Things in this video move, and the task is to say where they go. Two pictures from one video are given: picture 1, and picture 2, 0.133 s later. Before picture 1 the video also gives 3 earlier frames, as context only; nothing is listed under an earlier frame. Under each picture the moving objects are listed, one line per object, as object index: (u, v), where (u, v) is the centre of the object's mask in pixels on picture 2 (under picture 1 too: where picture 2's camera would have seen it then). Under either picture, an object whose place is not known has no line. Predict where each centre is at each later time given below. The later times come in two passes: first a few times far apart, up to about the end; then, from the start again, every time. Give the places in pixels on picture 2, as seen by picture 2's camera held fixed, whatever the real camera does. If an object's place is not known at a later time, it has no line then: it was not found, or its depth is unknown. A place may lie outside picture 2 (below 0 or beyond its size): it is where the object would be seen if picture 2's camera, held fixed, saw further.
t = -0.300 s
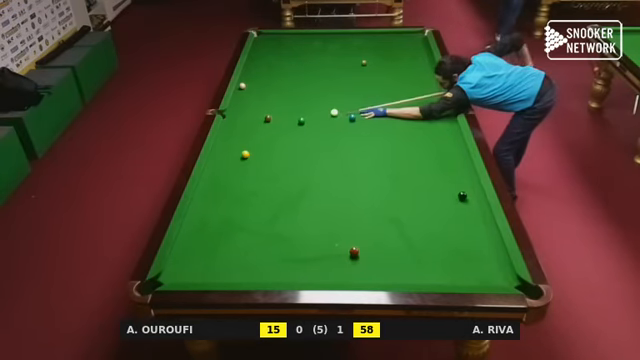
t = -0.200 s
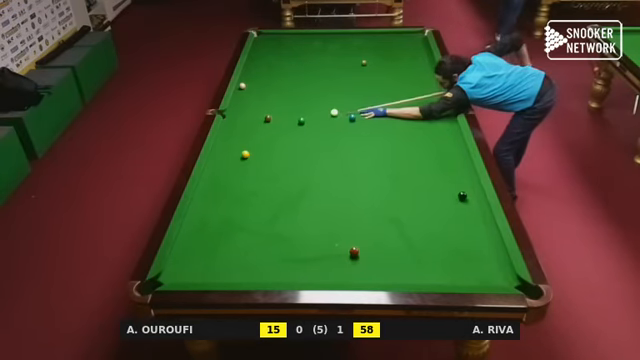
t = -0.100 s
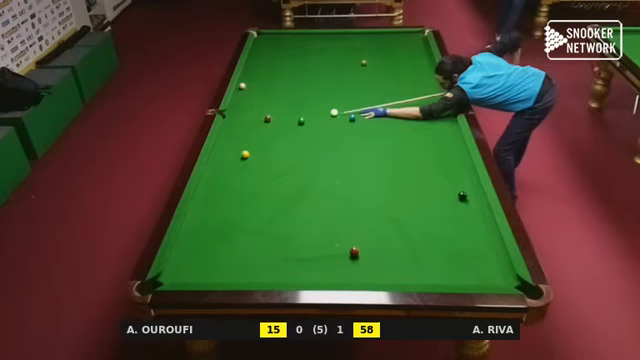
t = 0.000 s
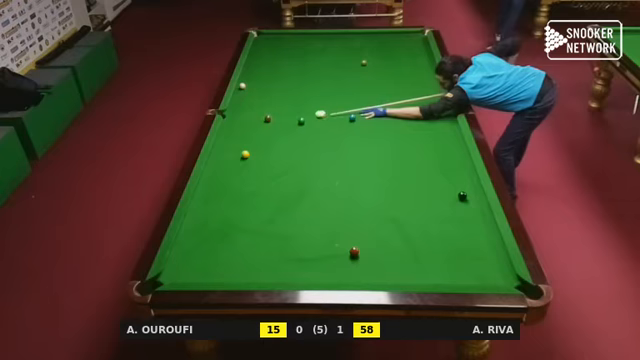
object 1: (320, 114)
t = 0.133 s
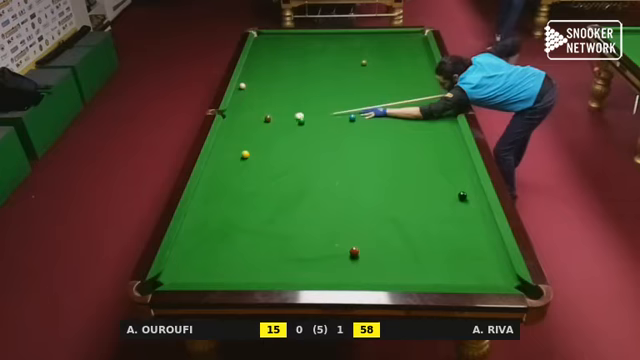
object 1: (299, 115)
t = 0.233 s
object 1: (288, 117)
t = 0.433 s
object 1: (273, 120)
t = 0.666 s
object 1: (266, 124)
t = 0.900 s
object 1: (260, 127)
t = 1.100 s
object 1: (255, 131)
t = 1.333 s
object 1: (249, 134)
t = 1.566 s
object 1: (244, 137)
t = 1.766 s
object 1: (240, 140)
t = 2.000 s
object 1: (236, 142)
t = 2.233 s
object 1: (232, 145)
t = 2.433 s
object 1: (229, 146)
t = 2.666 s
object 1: (226, 148)
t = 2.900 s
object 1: (224, 149)
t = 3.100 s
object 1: (222, 151)
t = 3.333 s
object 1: (221, 151)
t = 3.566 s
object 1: (220, 152)
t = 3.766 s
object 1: (220, 152)
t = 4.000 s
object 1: (220, 152)
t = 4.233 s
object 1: (220, 152)
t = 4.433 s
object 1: (220, 152)
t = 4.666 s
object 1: (220, 152)
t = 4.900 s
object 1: (220, 152)
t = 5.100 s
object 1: (220, 152)
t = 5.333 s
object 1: (220, 152)
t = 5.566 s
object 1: (220, 152)
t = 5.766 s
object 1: (220, 152)
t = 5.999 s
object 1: (220, 152)
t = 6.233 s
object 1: (220, 152)
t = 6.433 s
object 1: (220, 152)
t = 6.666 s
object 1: (220, 152)
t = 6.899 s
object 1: (220, 152)
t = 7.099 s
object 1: (220, 152)
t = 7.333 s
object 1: (220, 152)
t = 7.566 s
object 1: (220, 152)
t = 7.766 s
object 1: (220, 152)
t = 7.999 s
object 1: (220, 152)
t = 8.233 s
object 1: (220, 152)
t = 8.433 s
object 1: (220, 152)
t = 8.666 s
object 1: (220, 152)
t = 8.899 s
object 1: (220, 152)
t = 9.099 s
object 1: (220, 152)
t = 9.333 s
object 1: (220, 152)
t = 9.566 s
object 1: (220, 152)
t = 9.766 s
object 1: (220, 152)
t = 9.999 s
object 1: (220, 152)
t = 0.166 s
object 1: (295, 116)
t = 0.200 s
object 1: (291, 117)
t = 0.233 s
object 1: (288, 117)
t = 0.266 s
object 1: (285, 117)
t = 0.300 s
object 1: (282, 118)
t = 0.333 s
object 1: (279, 118)
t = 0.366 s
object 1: (276, 118)
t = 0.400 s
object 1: (273, 119)
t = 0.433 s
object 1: (273, 120)
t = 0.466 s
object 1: (272, 120)
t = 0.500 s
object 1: (271, 121)
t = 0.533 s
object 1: (270, 121)
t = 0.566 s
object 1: (269, 122)
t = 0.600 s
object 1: (268, 122)
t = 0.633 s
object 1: (267, 123)
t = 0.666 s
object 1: (266, 124)
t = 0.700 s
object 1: (265, 124)
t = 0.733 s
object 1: (264, 125)
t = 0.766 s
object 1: (264, 125)
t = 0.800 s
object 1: (263, 126)
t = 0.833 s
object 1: (262, 126)
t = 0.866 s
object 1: (261, 127)
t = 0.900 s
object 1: (260, 127)
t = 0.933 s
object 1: (259, 128)
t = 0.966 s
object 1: (258, 129)
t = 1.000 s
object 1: (257, 129)
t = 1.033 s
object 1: (257, 129)
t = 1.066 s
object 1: (256, 130)
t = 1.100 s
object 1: (255, 131)
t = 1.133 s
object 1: (254, 131)
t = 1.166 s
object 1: (253, 132)
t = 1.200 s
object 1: (252, 132)
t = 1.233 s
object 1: (252, 132)
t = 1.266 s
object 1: (251, 133)
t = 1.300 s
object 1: (250, 133)
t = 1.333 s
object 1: (249, 134)
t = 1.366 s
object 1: (248, 134)
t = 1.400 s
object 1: (248, 135)
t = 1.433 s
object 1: (247, 136)
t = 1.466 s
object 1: (246, 136)
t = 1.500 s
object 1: (245, 136)
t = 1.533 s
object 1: (245, 137)
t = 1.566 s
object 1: (244, 137)
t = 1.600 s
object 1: (243, 138)
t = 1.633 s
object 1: (243, 138)
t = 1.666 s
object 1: (242, 138)
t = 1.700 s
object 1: (241, 139)
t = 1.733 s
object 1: (241, 139)
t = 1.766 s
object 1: (240, 140)
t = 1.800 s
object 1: (239, 140)
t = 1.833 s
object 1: (239, 140)
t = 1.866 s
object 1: (238, 141)
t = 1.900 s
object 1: (237, 141)
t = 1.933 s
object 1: (237, 141)
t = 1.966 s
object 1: (236, 142)
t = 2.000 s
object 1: (236, 142)
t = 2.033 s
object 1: (235, 143)
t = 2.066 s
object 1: (235, 143)
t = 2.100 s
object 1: (234, 143)
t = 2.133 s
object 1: (234, 144)
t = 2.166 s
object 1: (233, 144)
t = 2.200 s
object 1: (232, 144)
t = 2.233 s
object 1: (232, 145)
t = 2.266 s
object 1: (232, 145)
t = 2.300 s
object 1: (231, 145)
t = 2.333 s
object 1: (230, 146)
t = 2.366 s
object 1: (230, 146)
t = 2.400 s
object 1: (230, 146)
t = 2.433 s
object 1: (229, 146)
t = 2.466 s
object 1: (229, 147)
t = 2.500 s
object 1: (228, 147)
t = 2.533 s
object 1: (228, 147)
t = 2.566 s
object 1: (227, 148)
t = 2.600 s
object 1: (227, 148)
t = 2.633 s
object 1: (227, 148)
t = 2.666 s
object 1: (226, 148)
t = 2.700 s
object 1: (226, 148)
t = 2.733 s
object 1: (225, 149)
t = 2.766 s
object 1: (225, 149)
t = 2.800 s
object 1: (225, 149)
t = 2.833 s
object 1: (225, 149)
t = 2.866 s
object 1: (224, 149)
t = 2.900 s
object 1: (224, 149)
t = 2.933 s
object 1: (224, 150)
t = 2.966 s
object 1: (224, 150)
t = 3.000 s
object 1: (223, 150)
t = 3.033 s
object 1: (223, 150)
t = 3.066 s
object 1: (223, 150)
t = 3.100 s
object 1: (222, 151)
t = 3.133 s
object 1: (222, 151)
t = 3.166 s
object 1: (222, 151)
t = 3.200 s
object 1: (222, 151)
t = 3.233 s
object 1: (222, 151)
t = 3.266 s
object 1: (221, 151)
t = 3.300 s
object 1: (221, 151)
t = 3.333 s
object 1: (221, 151)
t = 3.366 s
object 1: (221, 151)
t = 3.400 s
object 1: (221, 152)
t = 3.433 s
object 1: (221, 152)
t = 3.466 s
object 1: (220, 152)
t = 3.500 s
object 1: (220, 152)
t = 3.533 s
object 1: (220, 152)
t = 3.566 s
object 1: (220, 152)
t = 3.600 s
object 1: (220, 152)
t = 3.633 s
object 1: (220, 152)
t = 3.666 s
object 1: (220, 152)
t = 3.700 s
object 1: (220, 152)
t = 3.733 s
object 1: (220, 152)
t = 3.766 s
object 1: (220, 152)
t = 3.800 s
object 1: (220, 152)
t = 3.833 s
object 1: (220, 152)
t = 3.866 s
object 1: (220, 152)
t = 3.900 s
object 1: (220, 152)
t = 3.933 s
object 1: (220, 152)
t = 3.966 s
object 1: (220, 152)
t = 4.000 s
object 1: (220, 152)
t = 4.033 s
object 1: (220, 152)
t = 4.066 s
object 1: (220, 152)
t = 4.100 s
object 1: (220, 152)
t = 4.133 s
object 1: (220, 152)
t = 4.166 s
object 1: (220, 152)
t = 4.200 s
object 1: (220, 152)
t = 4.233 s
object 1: (220, 152)
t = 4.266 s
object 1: (220, 152)
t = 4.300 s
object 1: (220, 152)
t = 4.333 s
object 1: (220, 152)
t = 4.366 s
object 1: (220, 152)
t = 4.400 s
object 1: (220, 152)
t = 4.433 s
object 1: (220, 152)
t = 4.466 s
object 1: (220, 152)
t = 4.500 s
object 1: (220, 152)
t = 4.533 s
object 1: (220, 152)
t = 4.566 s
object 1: (220, 152)
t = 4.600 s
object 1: (220, 152)
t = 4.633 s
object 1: (220, 152)
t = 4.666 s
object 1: (220, 152)
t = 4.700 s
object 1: (220, 152)
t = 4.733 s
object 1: (220, 152)
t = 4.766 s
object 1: (220, 152)
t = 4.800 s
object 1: (220, 152)
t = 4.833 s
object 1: (220, 152)
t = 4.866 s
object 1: (220, 152)
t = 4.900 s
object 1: (220, 152)
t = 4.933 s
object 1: (220, 152)
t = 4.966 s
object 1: (220, 152)
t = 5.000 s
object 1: (220, 152)
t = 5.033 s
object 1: (220, 152)
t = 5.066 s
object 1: (220, 152)
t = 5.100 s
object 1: (220, 152)
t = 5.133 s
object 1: (220, 152)
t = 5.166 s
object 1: (220, 152)
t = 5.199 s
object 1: (220, 152)
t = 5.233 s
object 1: (220, 152)
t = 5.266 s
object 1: (220, 152)
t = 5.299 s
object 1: (220, 152)
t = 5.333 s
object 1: (220, 152)
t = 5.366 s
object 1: (220, 152)
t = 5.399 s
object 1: (220, 152)
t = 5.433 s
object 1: (220, 152)
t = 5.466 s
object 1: (220, 152)
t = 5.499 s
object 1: (220, 152)
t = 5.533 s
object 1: (220, 152)
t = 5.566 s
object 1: (220, 152)
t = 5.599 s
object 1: (220, 152)
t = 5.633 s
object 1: (220, 152)
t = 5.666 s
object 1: (220, 152)
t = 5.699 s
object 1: (220, 152)
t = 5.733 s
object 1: (220, 152)
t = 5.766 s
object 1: (220, 152)
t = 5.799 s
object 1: (220, 152)
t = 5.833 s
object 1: (220, 152)
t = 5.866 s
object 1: (220, 152)
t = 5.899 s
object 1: (220, 152)
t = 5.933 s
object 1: (220, 152)
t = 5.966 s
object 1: (220, 152)
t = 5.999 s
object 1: (220, 152)
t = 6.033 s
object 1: (220, 152)
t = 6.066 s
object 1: (220, 152)
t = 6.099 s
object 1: (220, 152)
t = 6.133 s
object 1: (220, 152)
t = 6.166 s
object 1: (220, 152)
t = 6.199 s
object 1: (220, 152)
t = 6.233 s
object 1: (220, 152)
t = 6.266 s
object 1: (220, 152)
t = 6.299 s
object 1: (220, 152)
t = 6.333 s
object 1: (220, 152)
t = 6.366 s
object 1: (220, 152)
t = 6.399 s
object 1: (220, 152)
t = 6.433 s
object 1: (220, 152)
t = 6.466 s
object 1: (220, 152)
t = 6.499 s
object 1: (220, 152)
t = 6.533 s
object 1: (220, 152)
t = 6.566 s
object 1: (220, 152)
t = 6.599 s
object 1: (220, 152)
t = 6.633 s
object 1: (220, 152)
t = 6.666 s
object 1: (220, 152)
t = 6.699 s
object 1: (220, 152)
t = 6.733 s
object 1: (220, 152)
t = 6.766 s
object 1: (220, 152)
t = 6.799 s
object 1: (220, 152)
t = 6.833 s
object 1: (220, 152)
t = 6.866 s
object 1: (220, 152)
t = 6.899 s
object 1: (220, 152)
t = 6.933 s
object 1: (220, 152)
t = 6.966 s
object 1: (220, 152)
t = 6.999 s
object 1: (220, 152)
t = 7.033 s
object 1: (220, 152)
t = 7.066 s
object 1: (220, 152)
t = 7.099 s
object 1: (220, 152)
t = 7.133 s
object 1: (220, 152)
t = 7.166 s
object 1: (220, 152)
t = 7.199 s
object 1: (220, 152)
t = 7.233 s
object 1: (220, 152)
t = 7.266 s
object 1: (220, 152)
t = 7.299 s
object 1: (220, 152)
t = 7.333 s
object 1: (220, 152)
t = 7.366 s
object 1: (220, 152)
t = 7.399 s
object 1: (220, 152)
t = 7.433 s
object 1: (220, 152)
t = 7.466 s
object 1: (220, 152)
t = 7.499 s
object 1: (220, 152)
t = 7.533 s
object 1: (220, 152)
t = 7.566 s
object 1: (220, 152)
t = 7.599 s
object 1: (220, 152)
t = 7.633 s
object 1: (220, 152)
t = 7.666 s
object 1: (220, 152)
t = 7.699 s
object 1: (220, 152)
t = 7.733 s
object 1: (220, 152)
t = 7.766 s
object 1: (220, 152)
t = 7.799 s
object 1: (220, 152)
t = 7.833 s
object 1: (220, 152)
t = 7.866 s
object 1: (220, 152)
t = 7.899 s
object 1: (220, 152)
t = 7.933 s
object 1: (220, 152)
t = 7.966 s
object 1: (220, 152)
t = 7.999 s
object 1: (220, 152)
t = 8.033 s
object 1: (220, 152)
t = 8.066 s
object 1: (220, 152)
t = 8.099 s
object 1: (220, 152)
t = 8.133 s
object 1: (220, 152)
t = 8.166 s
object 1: (220, 152)
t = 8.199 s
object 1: (220, 152)
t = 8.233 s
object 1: (220, 152)
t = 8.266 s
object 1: (220, 152)
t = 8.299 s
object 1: (220, 152)
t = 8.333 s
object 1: (220, 152)
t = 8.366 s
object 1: (220, 152)
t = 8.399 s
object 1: (220, 152)
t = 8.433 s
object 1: (220, 152)
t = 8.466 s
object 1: (220, 152)
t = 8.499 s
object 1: (220, 152)
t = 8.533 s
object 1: (220, 152)
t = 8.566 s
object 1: (220, 152)
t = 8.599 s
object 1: (220, 152)
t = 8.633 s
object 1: (220, 152)
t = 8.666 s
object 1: (220, 152)
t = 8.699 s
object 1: (220, 152)
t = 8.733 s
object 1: (220, 152)
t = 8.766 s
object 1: (220, 152)
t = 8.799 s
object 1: (220, 152)
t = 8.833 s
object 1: (220, 152)
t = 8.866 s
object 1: (220, 152)
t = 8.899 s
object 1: (220, 152)
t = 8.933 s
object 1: (220, 152)
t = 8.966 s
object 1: (220, 152)
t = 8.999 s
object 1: (220, 152)
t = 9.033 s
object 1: (220, 152)
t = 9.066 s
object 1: (220, 152)
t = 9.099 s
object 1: (220, 152)
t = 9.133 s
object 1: (220, 152)
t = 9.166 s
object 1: (220, 152)
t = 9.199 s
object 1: (220, 152)
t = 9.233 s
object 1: (220, 152)
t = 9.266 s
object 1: (220, 152)
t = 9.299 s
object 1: (220, 152)
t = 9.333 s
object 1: (220, 152)
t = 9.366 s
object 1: (220, 152)
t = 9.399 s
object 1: (220, 152)
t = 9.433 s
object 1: (220, 152)
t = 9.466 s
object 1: (220, 152)
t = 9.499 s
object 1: (220, 152)
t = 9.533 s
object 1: (220, 152)
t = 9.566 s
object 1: (220, 152)
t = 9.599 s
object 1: (220, 152)
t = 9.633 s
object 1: (220, 152)
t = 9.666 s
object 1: (220, 152)
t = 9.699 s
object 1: (220, 152)
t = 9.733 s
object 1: (220, 152)
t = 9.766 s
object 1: (220, 152)
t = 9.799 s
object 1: (220, 152)
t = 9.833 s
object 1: (220, 152)
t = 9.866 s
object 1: (220, 152)
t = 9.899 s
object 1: (220, 152)
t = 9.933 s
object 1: (220, 152)
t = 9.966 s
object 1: (220, 152)
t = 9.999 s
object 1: (220, 152)
